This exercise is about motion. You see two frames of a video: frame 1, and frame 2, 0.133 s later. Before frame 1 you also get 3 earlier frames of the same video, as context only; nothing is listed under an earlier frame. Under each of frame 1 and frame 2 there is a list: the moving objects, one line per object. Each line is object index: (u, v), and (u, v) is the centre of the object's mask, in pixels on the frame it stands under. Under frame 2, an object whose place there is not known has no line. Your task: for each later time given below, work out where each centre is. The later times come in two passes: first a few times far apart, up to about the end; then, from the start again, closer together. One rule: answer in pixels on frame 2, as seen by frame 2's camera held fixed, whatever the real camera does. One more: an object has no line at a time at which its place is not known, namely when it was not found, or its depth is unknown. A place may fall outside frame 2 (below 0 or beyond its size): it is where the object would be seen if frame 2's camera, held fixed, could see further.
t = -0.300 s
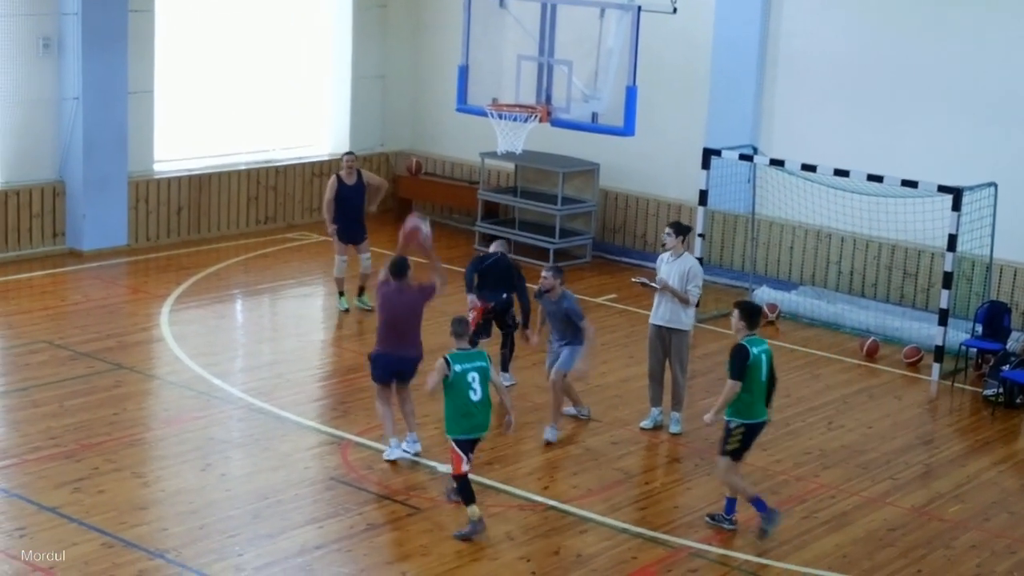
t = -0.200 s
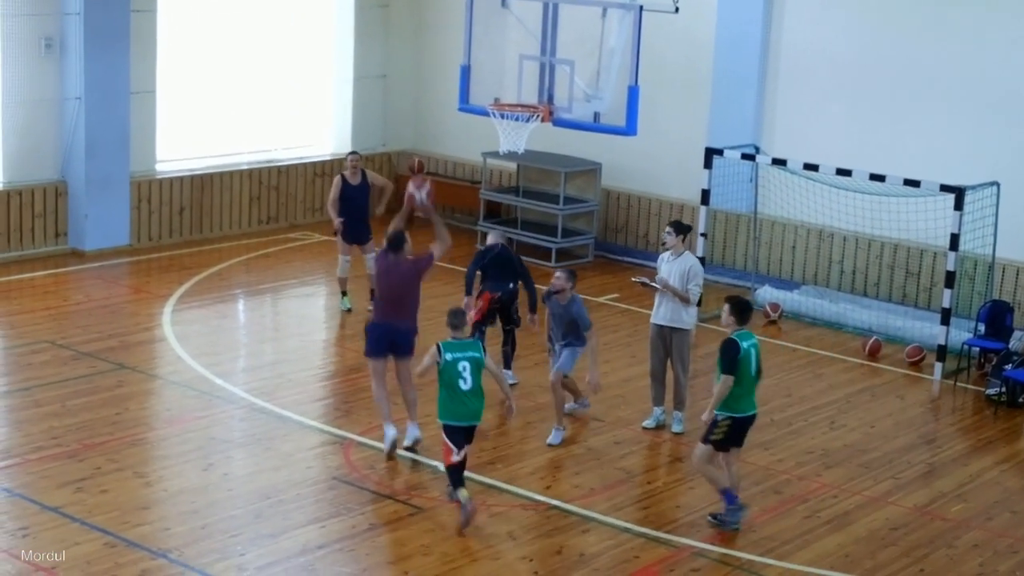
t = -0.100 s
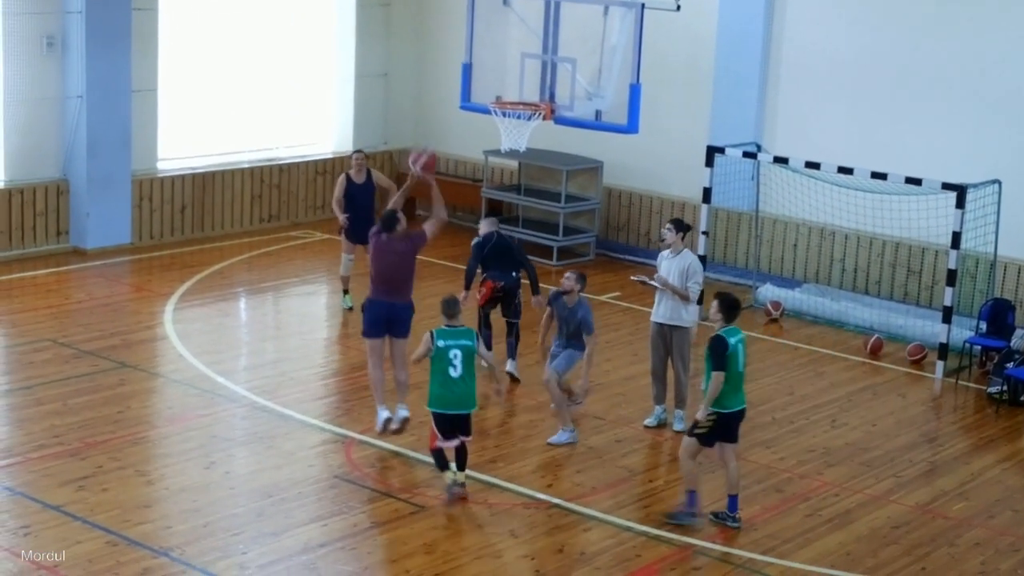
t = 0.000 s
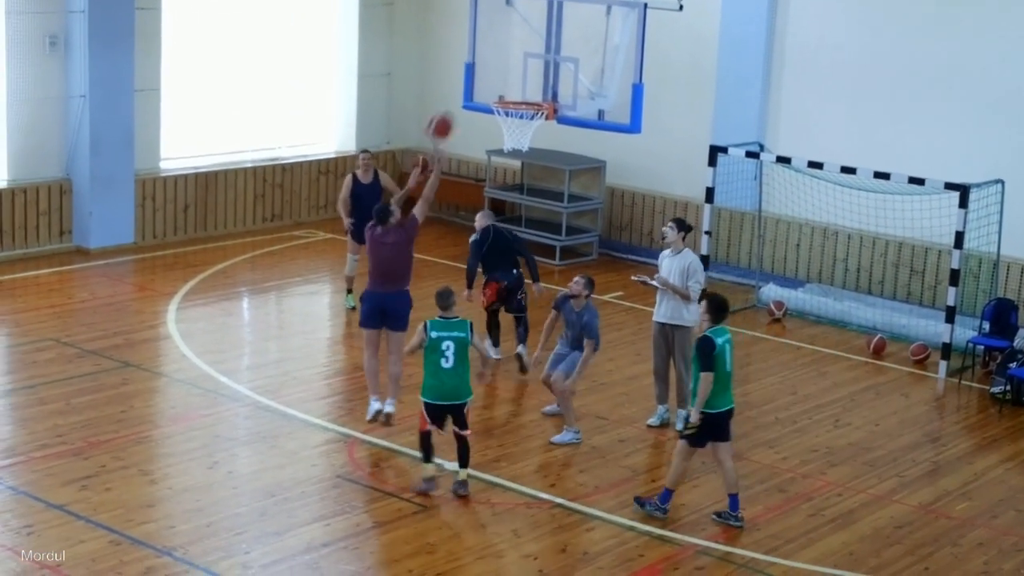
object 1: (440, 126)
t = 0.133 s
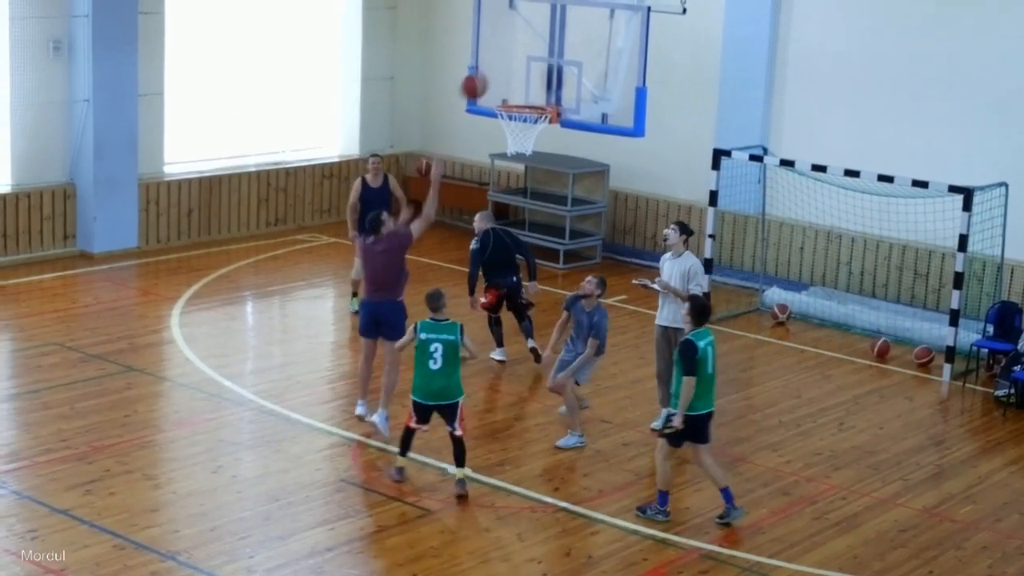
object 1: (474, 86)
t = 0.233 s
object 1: (495, 66)
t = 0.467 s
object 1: (542, 68)
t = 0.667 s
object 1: (533, 102)
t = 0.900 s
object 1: (507, 128)
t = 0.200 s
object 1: (489, 71)
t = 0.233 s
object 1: (495, 66)
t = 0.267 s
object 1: (502, 63)
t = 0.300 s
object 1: (509, 60)
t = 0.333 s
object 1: (515, 59)
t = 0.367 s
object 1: (522, 59)
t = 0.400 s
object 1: (528, 61)
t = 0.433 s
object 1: (536, 64)
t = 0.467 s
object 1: (542, 68)
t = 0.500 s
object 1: (544, 72)
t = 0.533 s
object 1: (543, 78)
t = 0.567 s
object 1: (540, 85)
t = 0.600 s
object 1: (539, 94)
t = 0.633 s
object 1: (536, 100)
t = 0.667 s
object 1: (533, 102)
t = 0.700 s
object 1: (531, 116)
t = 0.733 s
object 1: (523, 126)
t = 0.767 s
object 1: (519, 132)
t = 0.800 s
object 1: (514, 129)
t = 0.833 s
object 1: (511, 129)
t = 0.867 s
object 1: (508, 129)
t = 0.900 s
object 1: (507, 128)
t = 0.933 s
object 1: (506, 128)
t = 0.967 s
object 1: (507, 128)
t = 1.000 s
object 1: (509, 130)
